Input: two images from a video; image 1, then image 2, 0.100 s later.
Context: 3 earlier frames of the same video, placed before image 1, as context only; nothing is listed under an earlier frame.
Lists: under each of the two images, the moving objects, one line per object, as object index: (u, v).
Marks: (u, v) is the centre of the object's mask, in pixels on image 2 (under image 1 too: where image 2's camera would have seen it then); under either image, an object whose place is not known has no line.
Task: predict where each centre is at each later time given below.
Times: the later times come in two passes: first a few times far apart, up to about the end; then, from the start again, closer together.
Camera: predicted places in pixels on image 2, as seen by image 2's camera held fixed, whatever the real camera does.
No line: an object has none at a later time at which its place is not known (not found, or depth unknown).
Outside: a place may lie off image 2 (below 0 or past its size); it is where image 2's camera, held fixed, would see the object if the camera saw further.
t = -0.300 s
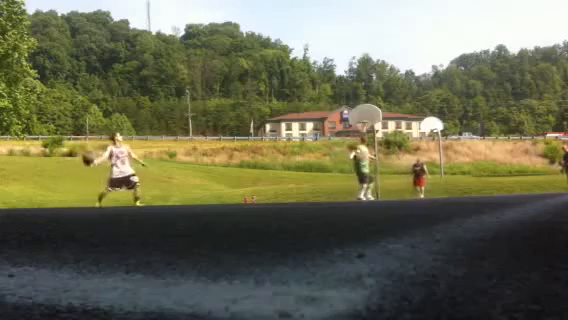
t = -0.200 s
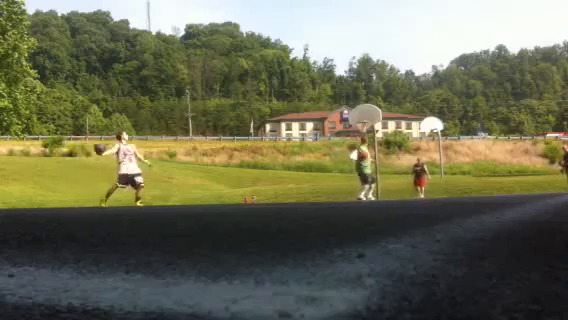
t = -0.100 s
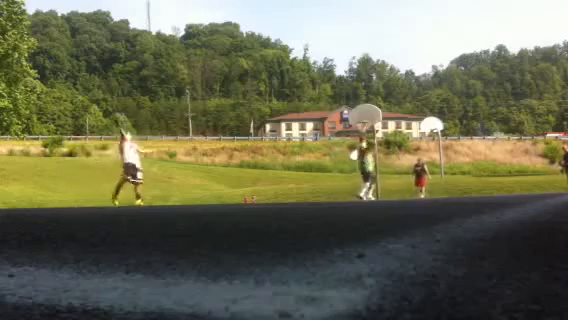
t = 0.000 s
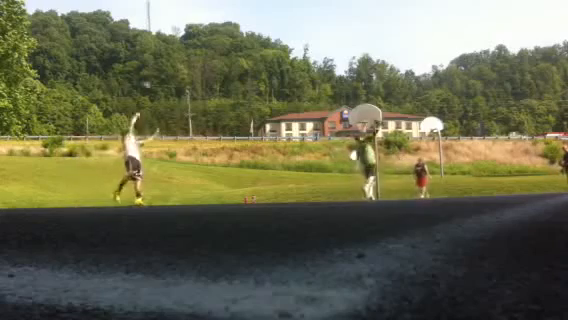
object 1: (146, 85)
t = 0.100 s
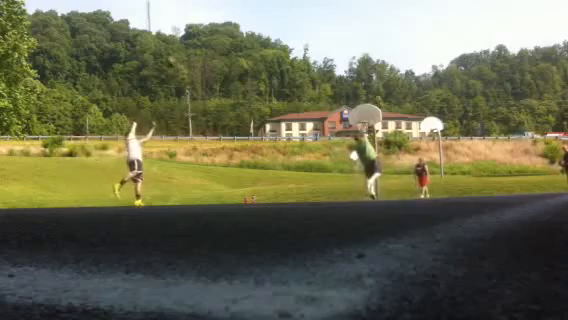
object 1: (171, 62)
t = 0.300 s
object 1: (208, 27)
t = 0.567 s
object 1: (253, 11)
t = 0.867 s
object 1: (293, 20)
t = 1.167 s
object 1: (326, 50)
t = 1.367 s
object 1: (342, 78)
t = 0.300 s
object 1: (208, 27)
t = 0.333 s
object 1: (214, 25)
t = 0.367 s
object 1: (220, 21)
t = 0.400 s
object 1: (227, 19)
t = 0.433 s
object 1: (232, 16)
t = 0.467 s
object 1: (238, 14)
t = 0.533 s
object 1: (248, 12)
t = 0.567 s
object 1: (253, 11)
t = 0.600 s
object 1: (258, 11)
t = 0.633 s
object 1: (262, 11)
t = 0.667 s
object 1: (267, 11)
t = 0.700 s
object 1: (272, 12)
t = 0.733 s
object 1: (276, 13)
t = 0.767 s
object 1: (280, 14)
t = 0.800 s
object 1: (284, 16)
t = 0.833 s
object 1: (289, 18)
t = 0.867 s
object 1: (293, 20)
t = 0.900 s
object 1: (297, 22)
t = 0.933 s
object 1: (301, 25)
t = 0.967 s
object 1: (304, 28)
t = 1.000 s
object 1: (308, 31)
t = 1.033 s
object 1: (312, 35)
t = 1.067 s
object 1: (315, 38)
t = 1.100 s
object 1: (319, 42)
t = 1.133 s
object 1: (322, 46)
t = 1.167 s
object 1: (326, 50)
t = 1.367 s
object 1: (342, 78)
